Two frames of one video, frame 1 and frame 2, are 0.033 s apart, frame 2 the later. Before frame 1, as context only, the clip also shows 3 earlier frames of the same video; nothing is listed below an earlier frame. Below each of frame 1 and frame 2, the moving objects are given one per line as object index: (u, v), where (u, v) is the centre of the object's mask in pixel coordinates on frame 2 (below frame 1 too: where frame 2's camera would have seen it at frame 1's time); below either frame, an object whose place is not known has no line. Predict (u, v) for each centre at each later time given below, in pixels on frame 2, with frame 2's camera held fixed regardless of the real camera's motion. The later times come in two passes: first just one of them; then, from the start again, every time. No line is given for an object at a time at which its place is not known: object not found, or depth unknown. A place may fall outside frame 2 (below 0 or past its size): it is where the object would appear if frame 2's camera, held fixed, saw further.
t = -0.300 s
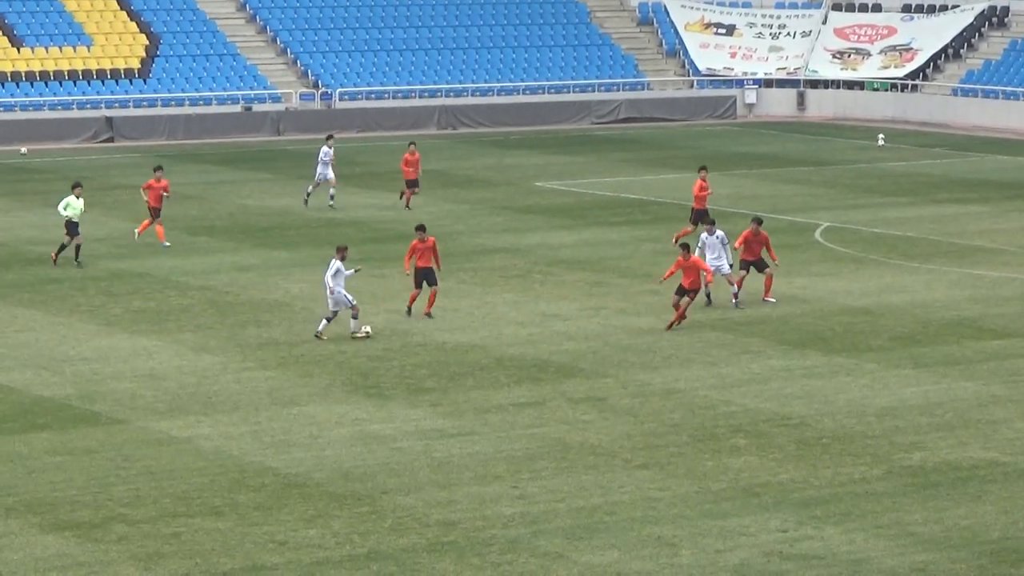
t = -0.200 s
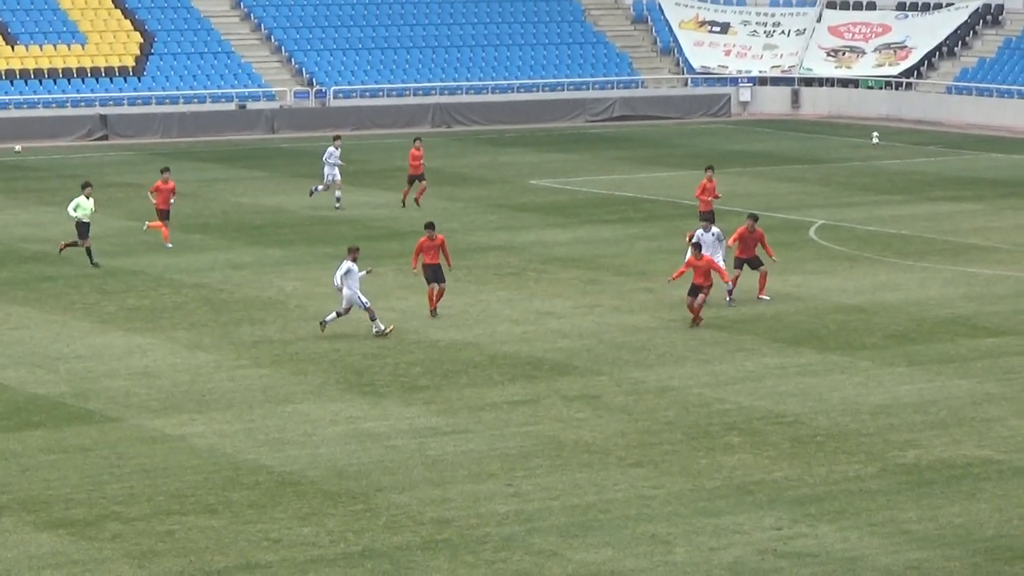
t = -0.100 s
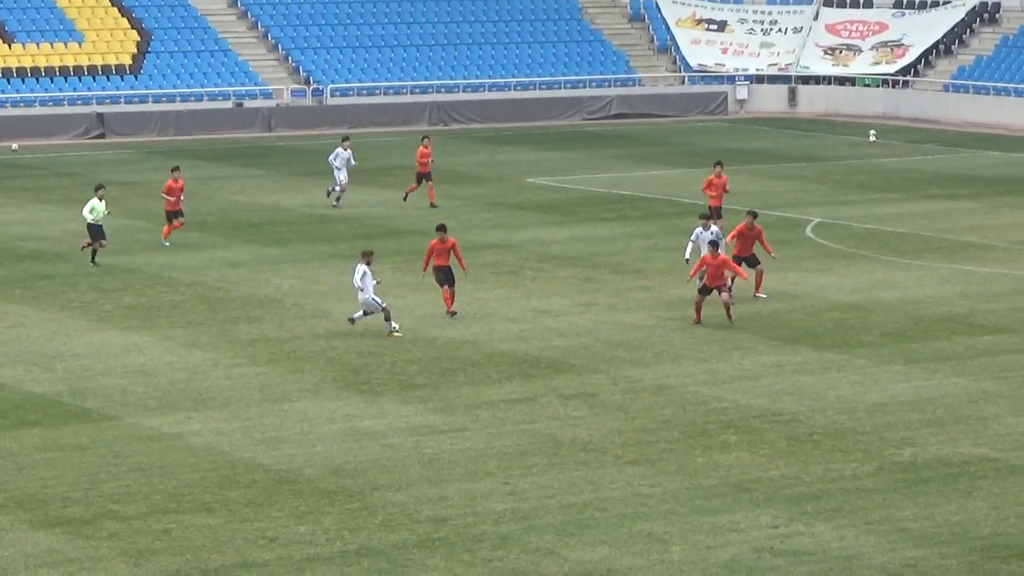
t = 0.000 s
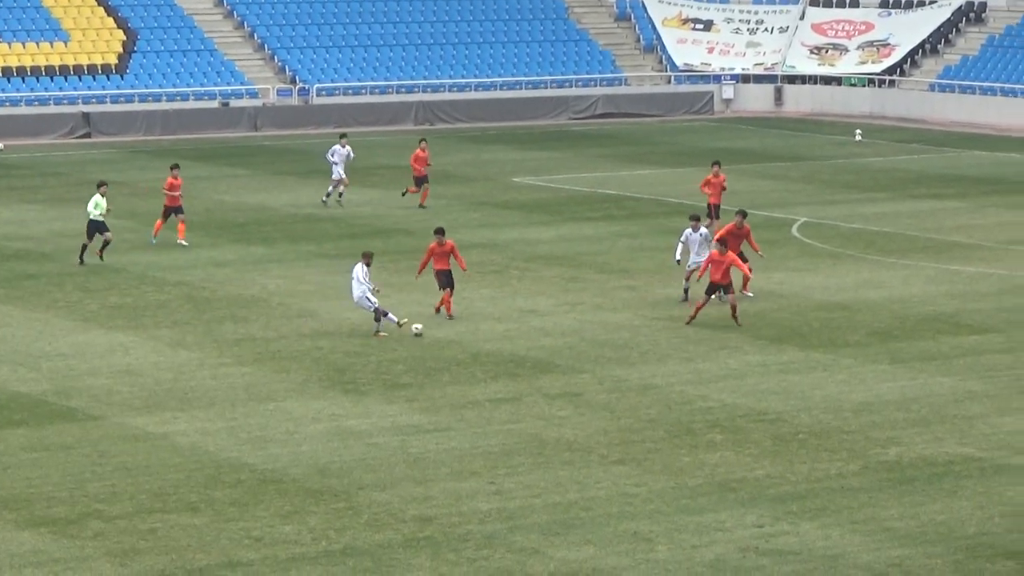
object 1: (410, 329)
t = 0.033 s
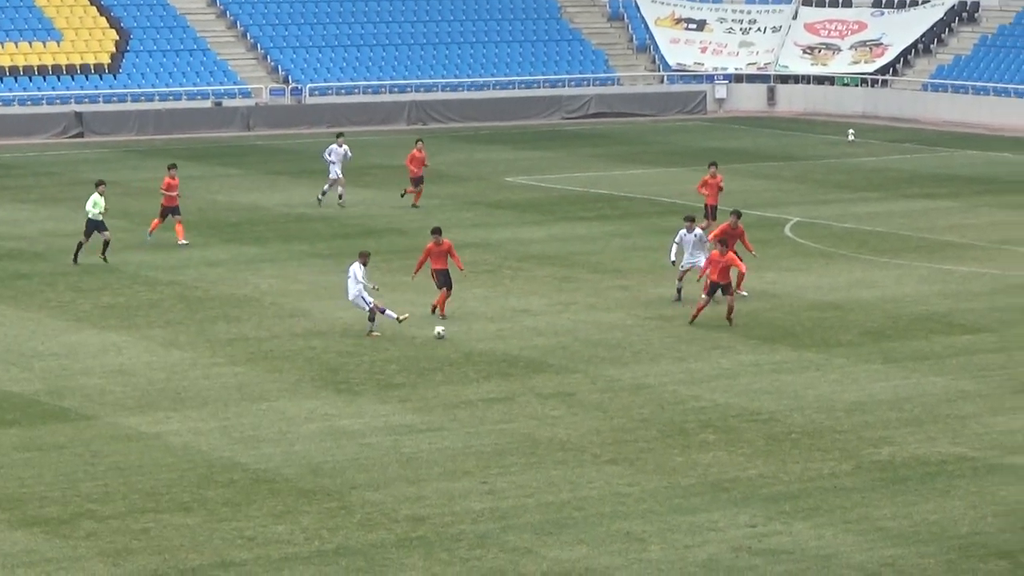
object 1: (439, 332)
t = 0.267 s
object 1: (627, 350)
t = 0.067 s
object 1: (467, 335)
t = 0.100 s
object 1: (495, 336)
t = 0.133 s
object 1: (521, 337)
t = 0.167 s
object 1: (548, 339)
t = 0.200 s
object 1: (575, 341)
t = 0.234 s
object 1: (601, 345)
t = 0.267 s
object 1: (627, 350)
